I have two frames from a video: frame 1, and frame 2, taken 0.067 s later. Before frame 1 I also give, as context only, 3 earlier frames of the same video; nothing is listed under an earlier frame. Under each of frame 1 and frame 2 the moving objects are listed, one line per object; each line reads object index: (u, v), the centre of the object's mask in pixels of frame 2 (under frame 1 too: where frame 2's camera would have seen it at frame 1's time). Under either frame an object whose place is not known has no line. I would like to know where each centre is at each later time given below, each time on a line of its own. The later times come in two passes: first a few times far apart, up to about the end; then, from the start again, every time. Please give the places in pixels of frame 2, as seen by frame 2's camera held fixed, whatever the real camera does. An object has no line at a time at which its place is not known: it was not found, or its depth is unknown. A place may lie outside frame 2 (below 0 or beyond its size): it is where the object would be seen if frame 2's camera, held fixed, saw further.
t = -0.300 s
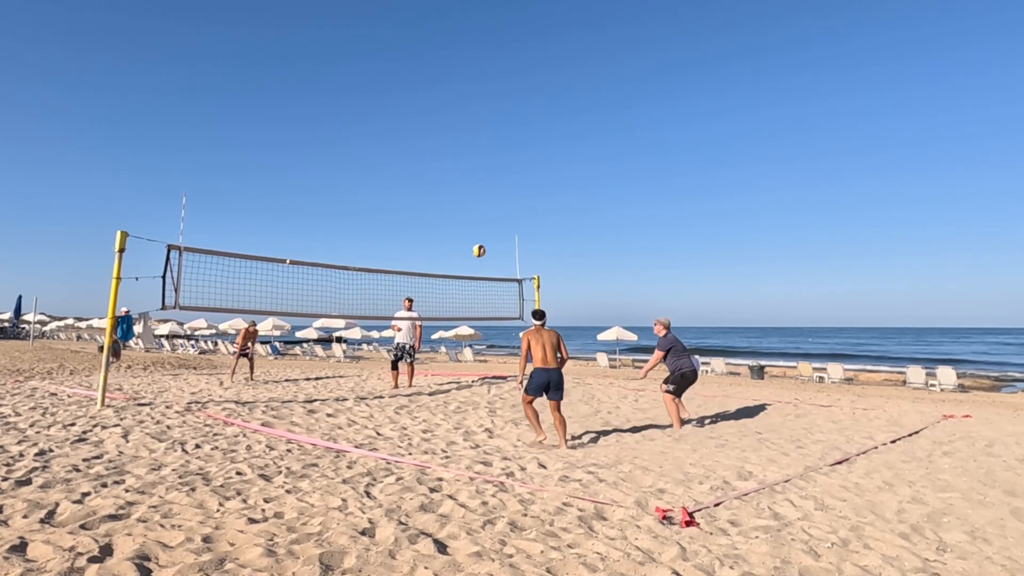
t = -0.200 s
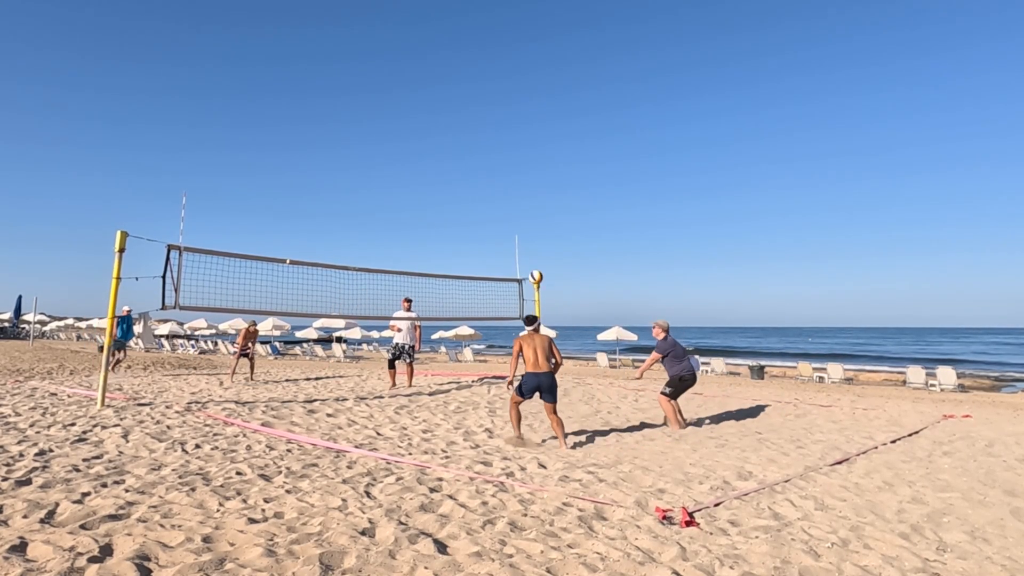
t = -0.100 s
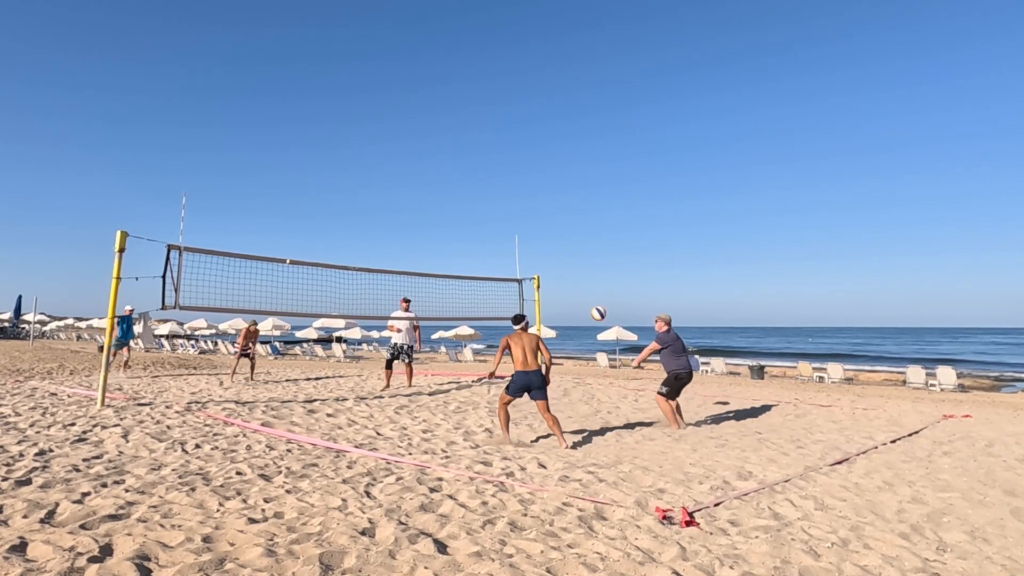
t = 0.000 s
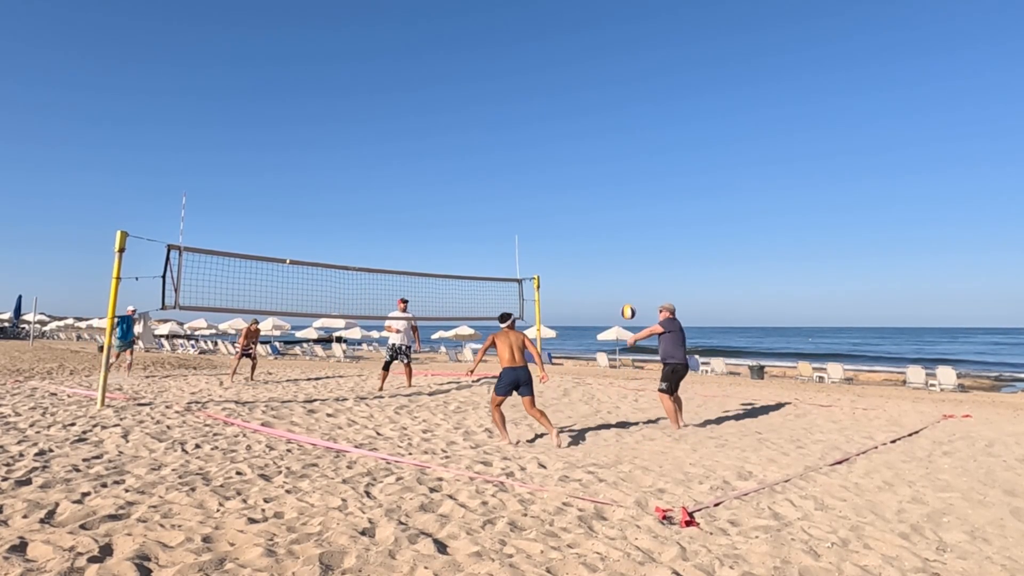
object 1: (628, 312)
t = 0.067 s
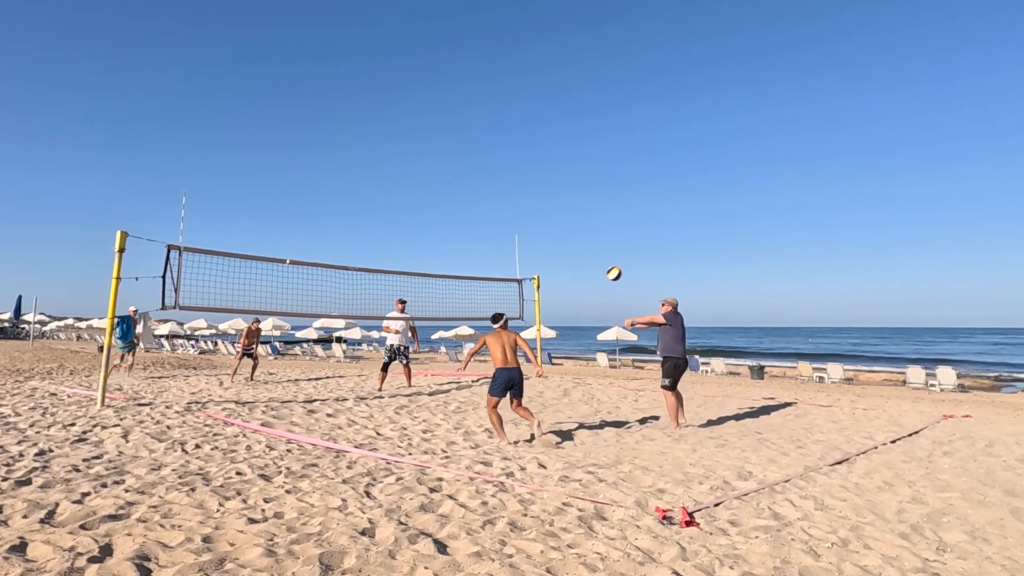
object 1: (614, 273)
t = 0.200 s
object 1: (588, 209)
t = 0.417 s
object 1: (551, 137)
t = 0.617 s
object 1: (522, 100)
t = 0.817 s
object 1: (496, 90)
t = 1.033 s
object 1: (470, 105)
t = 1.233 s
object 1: (447, 142)
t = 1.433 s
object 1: (426, 201)
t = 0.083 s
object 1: (610, 264)
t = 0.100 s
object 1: (607, 256)
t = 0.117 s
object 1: (604, 247)
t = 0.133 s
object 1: (600, 239)
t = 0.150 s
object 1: (597, 231)
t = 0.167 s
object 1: (594, 223)
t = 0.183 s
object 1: (591, 216)
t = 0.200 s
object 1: (588, 209)
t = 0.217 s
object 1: (585, 202)
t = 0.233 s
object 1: (582, 195)
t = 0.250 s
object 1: (579, 189)
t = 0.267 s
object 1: (576, 182)
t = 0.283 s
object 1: (573, 177)
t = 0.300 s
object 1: (570, 171)
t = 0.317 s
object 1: (568, 165)
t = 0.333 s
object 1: (565, 160)
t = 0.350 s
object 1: (562, 155)
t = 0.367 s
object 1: (559, 150)
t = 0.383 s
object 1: (557, 145)
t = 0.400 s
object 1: (554, 141)
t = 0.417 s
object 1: (551, 137)
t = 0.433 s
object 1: (549, 132)
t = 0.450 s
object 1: (546, 129)
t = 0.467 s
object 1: (544, 125)
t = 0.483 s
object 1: (541, 121)
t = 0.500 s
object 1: (539, 118)
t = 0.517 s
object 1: (536, 115)
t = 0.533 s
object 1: (533, 112)
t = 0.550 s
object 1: (531, 109)
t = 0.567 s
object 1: (529, 107)
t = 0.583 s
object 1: (526, 105)
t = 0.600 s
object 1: (524, 102)
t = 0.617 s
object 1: (522, 100)
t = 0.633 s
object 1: (519, 99)
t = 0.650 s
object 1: (517, 97)
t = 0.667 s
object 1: (515, 95)
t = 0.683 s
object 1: (513, 94)
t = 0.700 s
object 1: (511, 93)
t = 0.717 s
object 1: (509, 92)
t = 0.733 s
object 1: (507, 91)
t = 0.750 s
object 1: (504, 91)
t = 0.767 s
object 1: (502, 90)
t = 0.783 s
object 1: (500, 90)
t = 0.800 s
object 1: (498, 90)
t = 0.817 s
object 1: (496, 90)
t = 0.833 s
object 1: (494, 90)
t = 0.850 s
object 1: (492, 91)
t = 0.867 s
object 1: (489, 91)
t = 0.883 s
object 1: (487, 92)
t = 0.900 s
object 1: (485, 93)
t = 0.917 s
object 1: (483, 94)
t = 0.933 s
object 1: (481, 95)
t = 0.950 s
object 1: (479, 96)
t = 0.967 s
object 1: (477, 98)
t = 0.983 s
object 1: (475, 99)
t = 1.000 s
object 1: (473, 101)
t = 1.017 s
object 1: (471, 103)
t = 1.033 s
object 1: (470, 105)
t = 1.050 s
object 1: (467, 107)
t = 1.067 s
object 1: (466, 109)
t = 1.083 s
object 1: (464, 112)
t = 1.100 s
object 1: (462, 115)
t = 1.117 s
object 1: (460, 118)
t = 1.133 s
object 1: (458, 121)
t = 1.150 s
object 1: (456, 124)
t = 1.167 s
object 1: (454, 127)
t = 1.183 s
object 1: (452, 131)
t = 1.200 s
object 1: (450, 134)
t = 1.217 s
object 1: (449, 138)
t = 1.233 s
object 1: (447, 142)
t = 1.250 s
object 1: (445, 146)
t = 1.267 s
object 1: (443, 150)
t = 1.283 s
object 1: (442, 154)
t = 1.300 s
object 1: (440, 159)
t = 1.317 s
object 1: (438, 164)
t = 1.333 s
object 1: (437, 168)
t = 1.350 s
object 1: (435, 173)
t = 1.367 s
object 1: (433, 179)
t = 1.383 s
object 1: (431, 184)
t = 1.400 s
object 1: (429, 189)
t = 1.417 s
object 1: (428, 195)
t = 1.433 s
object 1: (426, 201)
